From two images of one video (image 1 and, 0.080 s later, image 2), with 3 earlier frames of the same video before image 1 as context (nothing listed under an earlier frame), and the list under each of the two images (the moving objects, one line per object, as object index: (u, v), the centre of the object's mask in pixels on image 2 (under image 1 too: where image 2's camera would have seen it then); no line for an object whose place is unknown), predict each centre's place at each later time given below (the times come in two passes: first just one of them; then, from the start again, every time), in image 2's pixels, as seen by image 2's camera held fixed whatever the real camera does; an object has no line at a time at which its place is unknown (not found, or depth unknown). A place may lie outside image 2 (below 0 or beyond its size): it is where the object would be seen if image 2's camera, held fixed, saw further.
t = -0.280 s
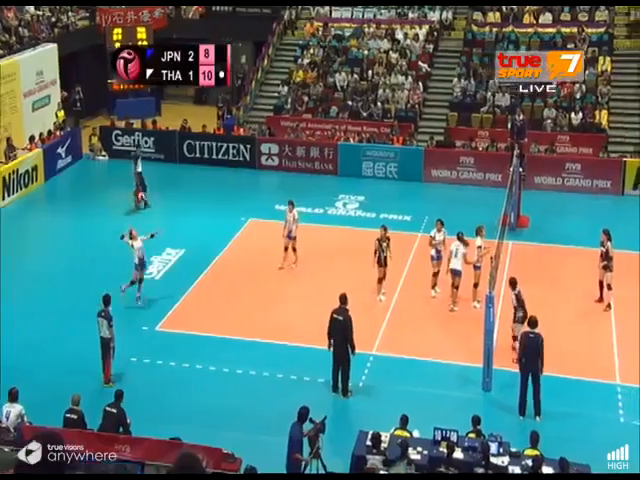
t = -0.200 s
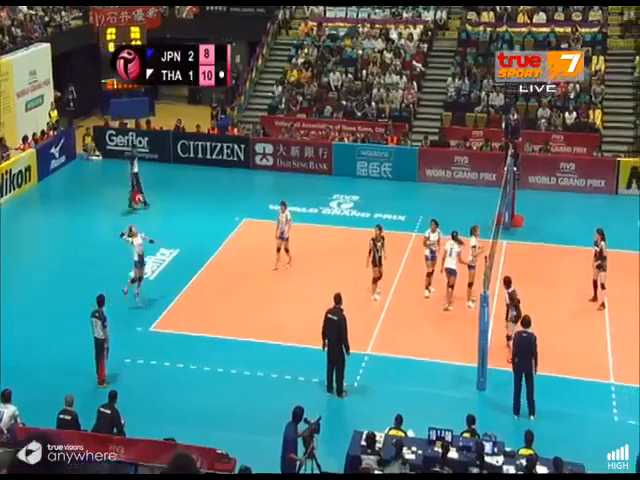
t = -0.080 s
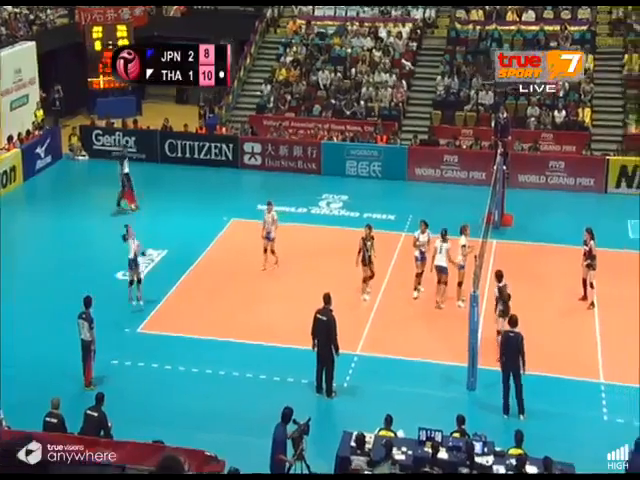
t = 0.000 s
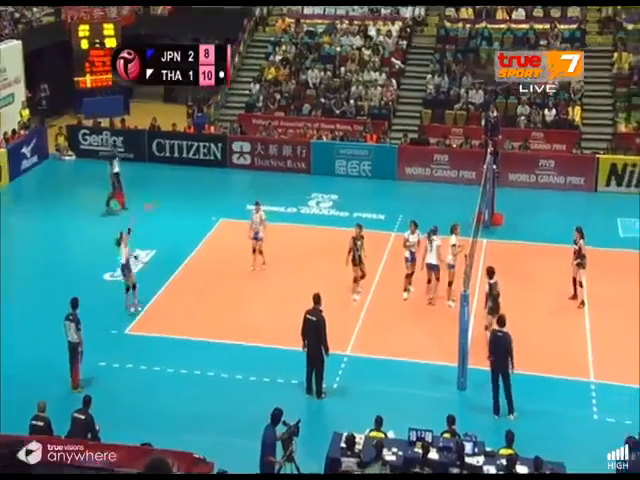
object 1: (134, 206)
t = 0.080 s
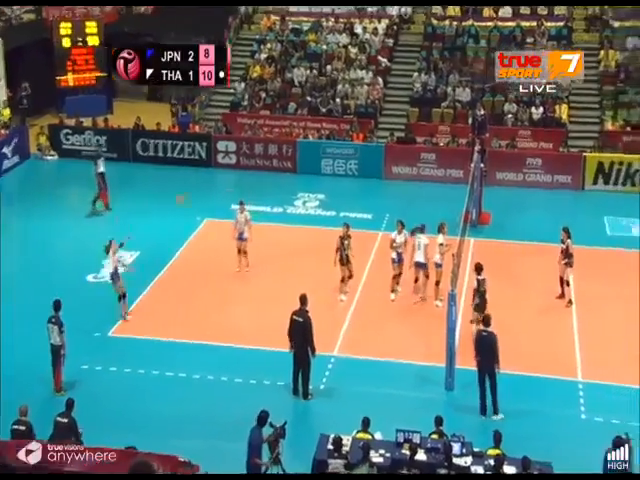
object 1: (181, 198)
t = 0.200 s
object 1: (251, 190)
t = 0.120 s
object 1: (205, 196)
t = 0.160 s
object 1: (228, 192)
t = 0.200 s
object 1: (251, 190)
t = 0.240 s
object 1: (276, 191)
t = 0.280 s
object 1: (299, 191)
